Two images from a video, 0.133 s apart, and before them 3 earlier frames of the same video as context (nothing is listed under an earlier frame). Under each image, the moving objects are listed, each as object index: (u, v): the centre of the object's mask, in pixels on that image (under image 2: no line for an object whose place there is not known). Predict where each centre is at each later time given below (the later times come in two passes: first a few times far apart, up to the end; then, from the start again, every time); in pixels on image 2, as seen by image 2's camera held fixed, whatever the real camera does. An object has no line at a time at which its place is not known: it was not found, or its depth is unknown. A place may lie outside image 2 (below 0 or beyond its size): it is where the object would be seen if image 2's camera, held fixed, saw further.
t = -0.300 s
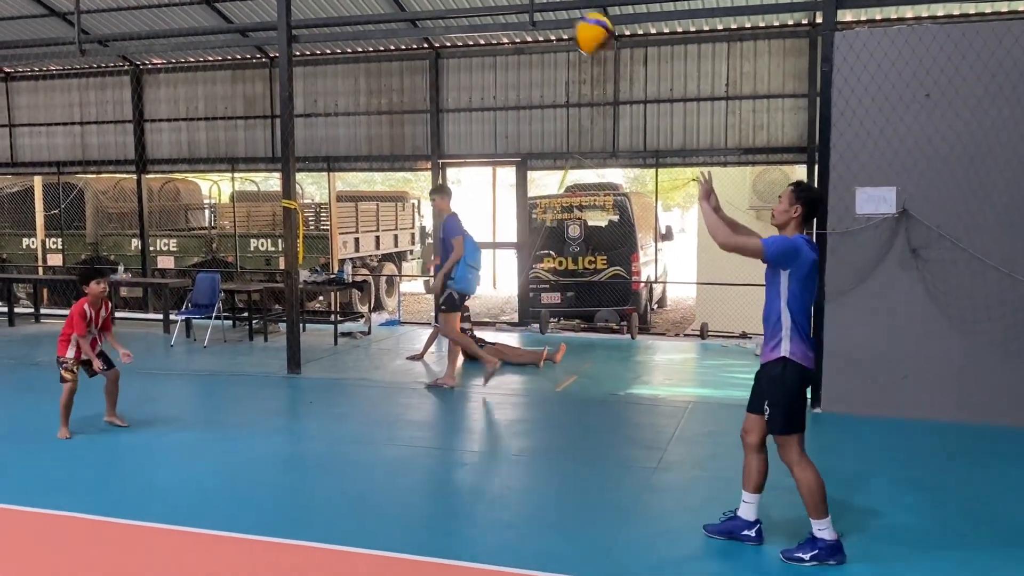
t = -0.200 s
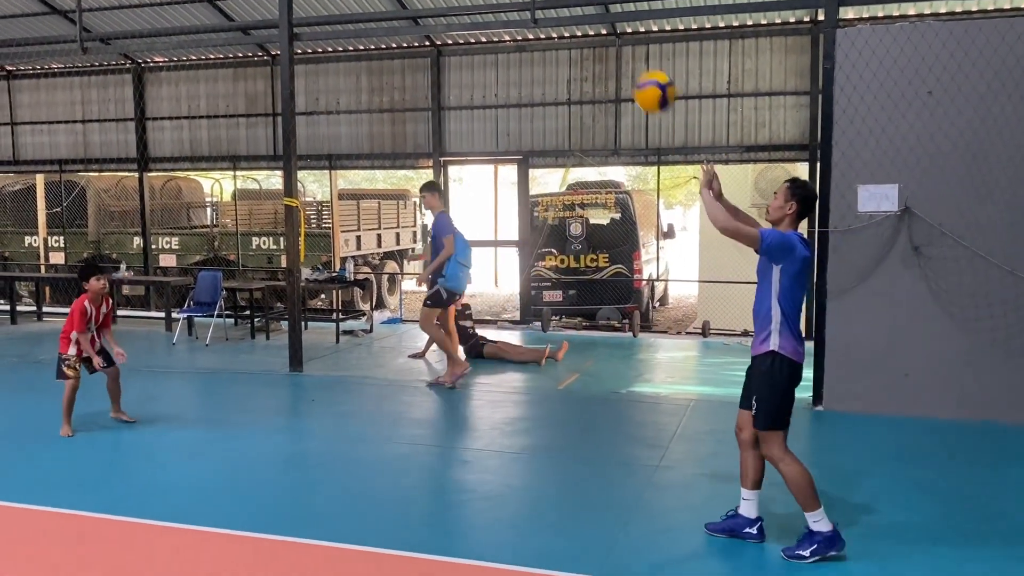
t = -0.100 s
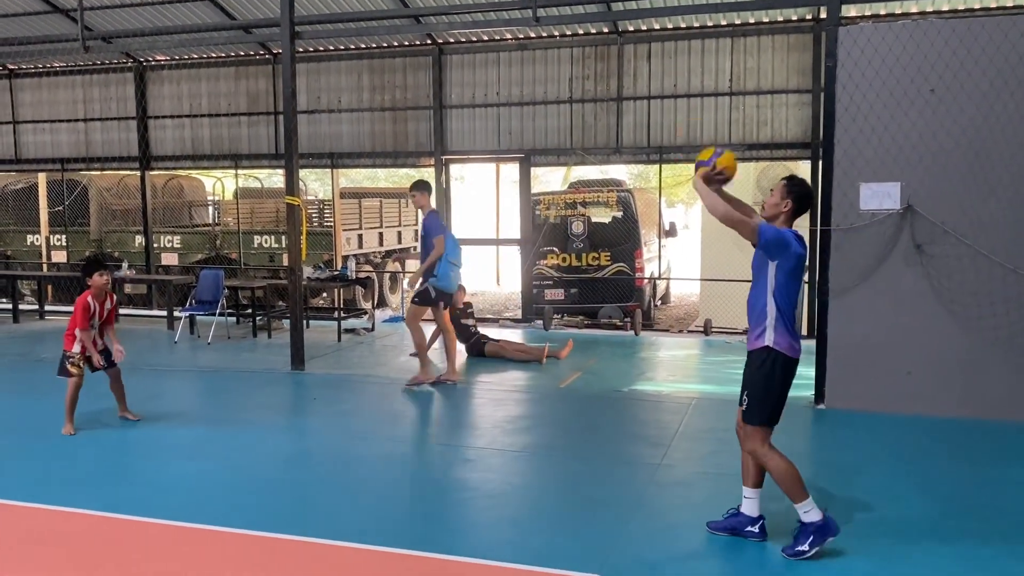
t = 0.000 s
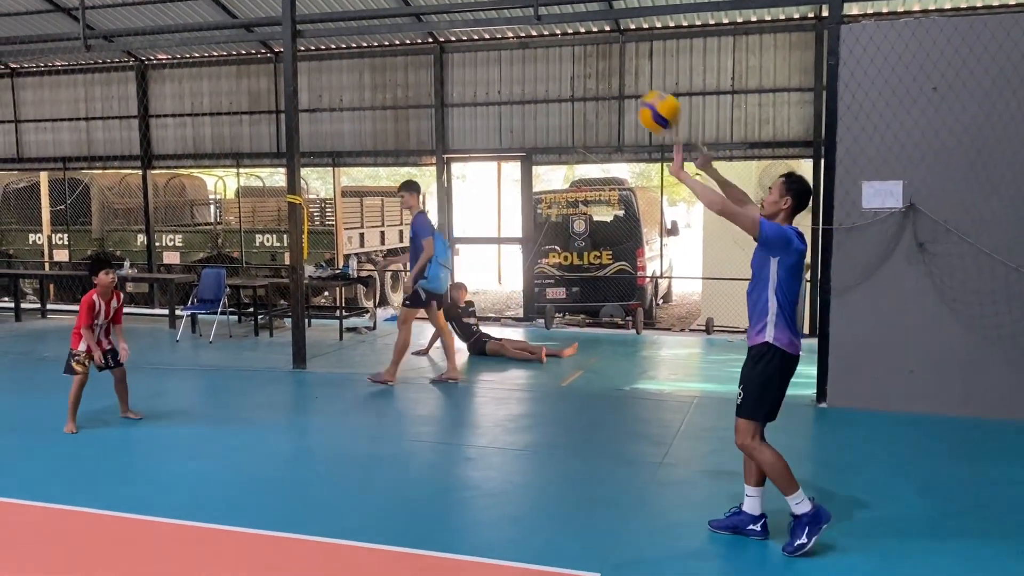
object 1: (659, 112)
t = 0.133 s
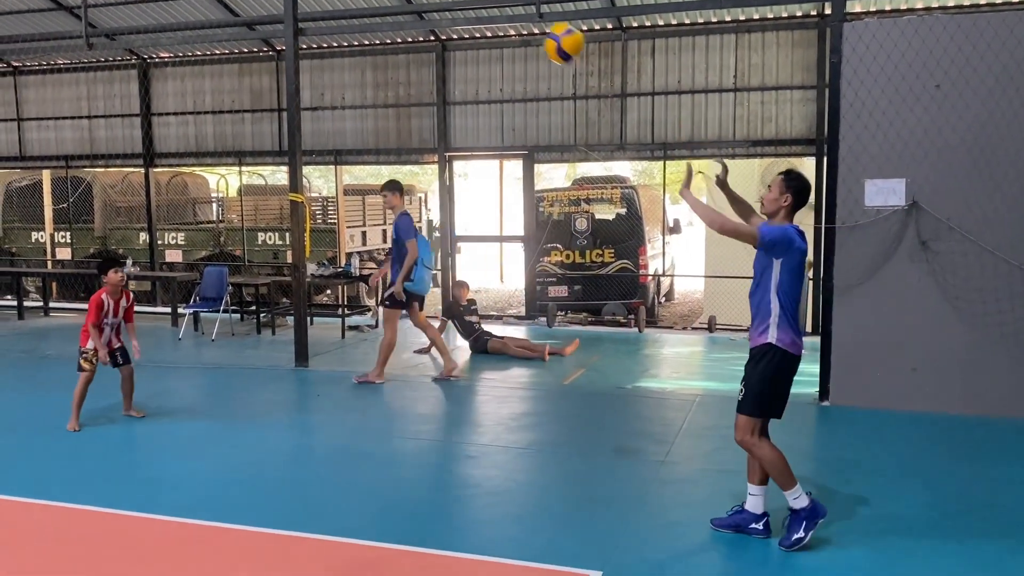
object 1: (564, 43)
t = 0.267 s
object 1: (477, 16)
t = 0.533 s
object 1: (330, 45)
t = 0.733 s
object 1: (240, 134)
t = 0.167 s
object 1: (540, 32)
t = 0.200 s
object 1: (519, 25)
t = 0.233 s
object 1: (497, 19)
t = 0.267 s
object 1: (477, 16)
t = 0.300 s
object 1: (456, 15)
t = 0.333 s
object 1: (437, 15)
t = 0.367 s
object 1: (418, 16)
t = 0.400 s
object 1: (399, 18)
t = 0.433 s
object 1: (382, 20)
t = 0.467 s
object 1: (364, 27)
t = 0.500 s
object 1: (347, 35)
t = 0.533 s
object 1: (330, 45)
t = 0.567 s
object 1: (314, 56)
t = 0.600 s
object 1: (299, 69)
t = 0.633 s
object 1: (284, 83)
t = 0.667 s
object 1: (269, 99)
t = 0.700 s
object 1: (255, 116)
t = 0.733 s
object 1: (240, 134)
